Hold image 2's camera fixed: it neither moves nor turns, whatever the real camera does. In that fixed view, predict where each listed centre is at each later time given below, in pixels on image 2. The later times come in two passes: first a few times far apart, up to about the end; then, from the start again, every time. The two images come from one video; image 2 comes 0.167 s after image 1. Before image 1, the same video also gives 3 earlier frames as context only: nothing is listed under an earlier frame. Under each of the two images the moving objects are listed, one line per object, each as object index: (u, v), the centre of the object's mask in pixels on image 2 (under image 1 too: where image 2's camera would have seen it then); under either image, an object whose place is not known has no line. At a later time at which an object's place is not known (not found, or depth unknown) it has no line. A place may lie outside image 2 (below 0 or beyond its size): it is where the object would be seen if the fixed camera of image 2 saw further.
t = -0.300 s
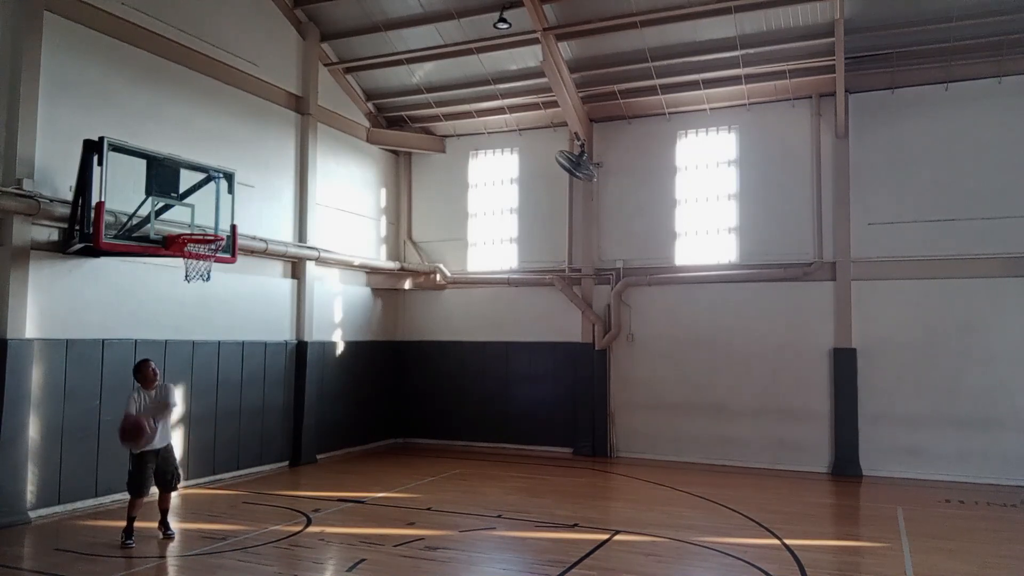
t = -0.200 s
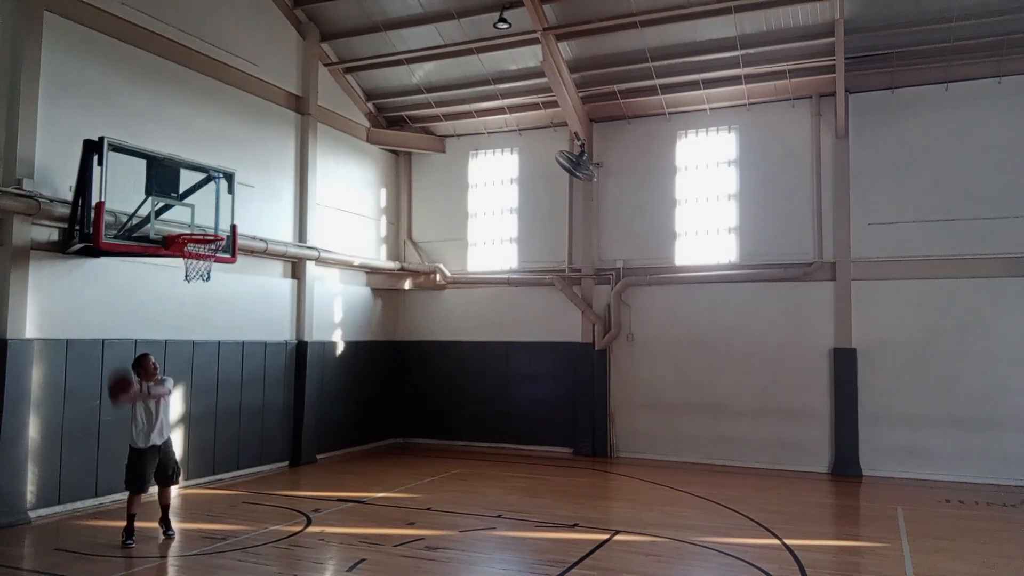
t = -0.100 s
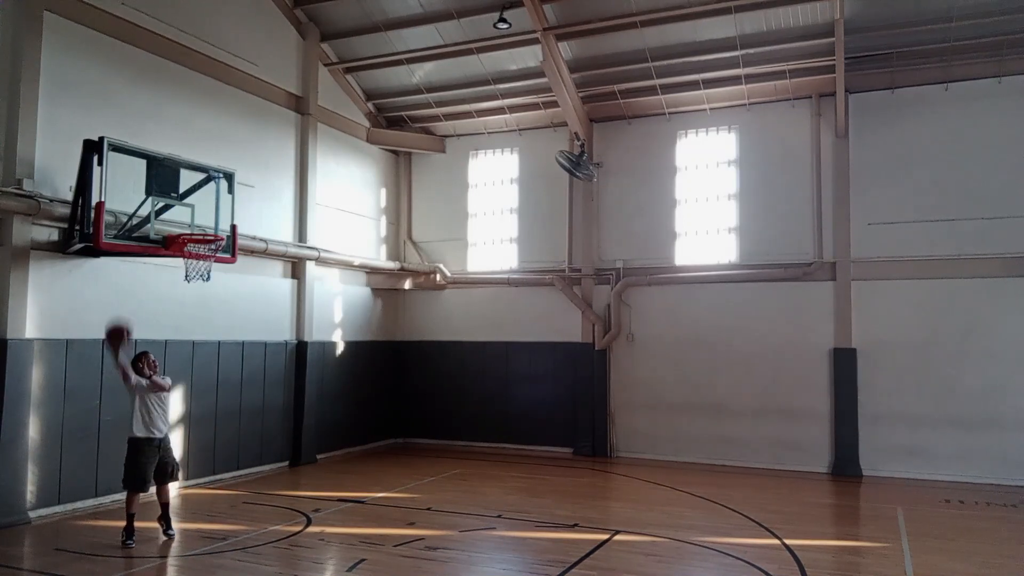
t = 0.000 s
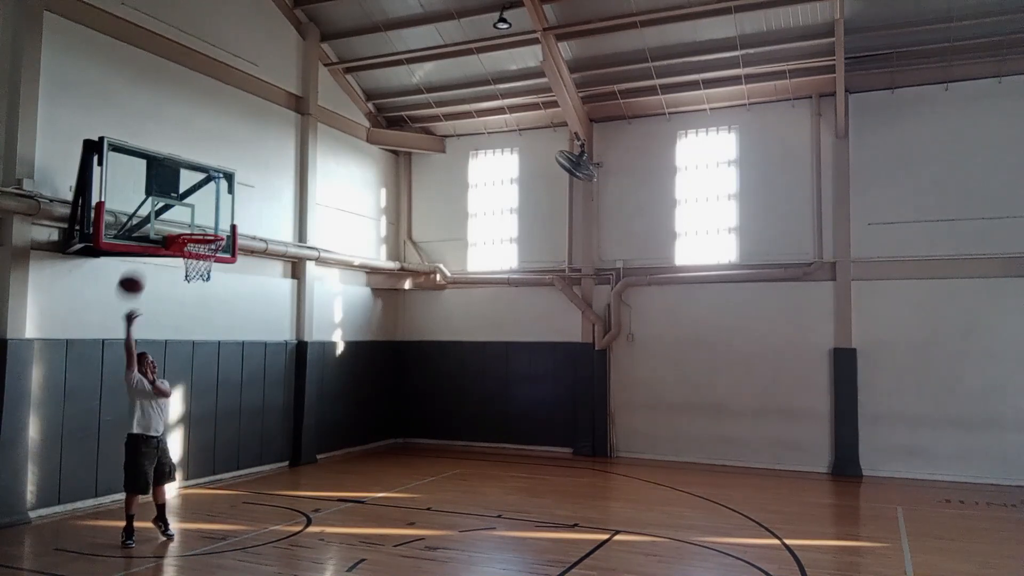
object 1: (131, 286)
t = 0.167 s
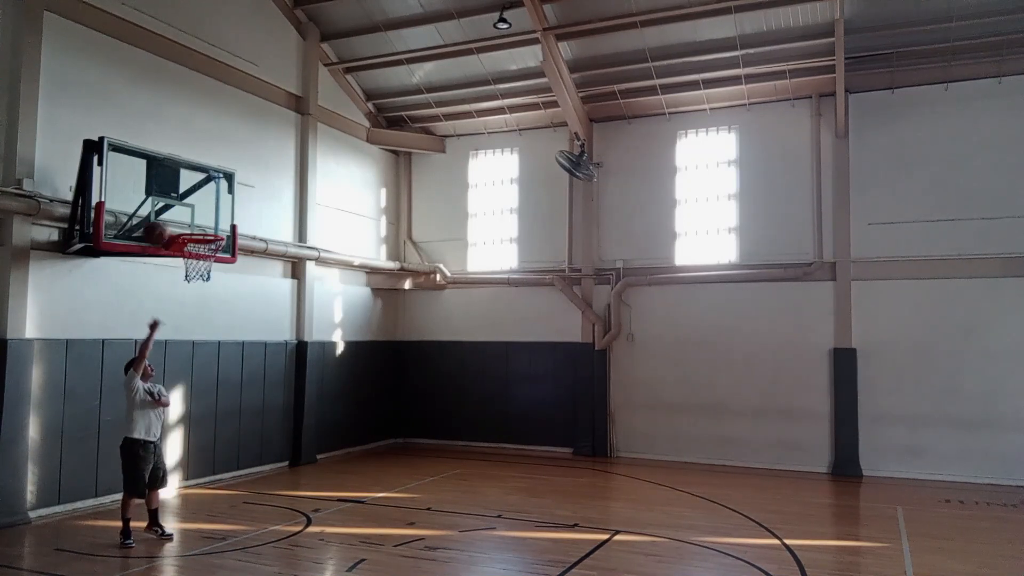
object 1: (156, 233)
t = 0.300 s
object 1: (172, 213)
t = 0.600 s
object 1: (212, 225)
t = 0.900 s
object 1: (258, 308)
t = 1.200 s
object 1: (298, 465)
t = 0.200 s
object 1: (160, 226)
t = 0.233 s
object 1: (165, 221)
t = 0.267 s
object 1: (168, 216)
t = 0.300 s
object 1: (172, 213)
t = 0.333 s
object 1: (176, 211)
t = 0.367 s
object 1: (179, 210)
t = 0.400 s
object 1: (183, 210)
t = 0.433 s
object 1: (187, 211)
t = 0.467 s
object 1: (191, 212)
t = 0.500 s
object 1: (196, 214)
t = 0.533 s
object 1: (202, 217)
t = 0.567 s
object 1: (207, 220)
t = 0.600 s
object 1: (212, 225)
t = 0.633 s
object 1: (219, 228)
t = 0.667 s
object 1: (226, 238)
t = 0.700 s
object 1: (229, 246)
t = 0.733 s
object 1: (233, 252)
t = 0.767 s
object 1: (239, 263)
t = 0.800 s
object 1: (244, 273)
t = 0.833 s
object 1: (248, 284)
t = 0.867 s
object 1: (253, 295)
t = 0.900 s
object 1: (258, 308)
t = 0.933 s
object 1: (263, 322)
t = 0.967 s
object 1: (267, 337)
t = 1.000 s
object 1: (272, 353)
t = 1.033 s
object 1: (276, 370)
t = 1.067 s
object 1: (281, 386)
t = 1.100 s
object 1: (286, 407)
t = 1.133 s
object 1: (290, 424)
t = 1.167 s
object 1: (297, 446)
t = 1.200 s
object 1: (298, 465)
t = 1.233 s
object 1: (299, 484)
